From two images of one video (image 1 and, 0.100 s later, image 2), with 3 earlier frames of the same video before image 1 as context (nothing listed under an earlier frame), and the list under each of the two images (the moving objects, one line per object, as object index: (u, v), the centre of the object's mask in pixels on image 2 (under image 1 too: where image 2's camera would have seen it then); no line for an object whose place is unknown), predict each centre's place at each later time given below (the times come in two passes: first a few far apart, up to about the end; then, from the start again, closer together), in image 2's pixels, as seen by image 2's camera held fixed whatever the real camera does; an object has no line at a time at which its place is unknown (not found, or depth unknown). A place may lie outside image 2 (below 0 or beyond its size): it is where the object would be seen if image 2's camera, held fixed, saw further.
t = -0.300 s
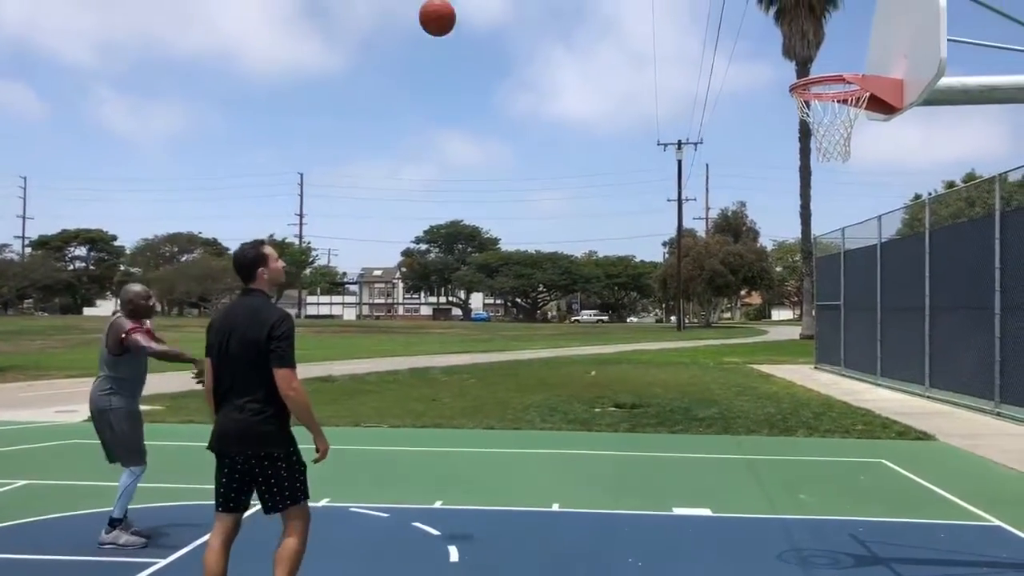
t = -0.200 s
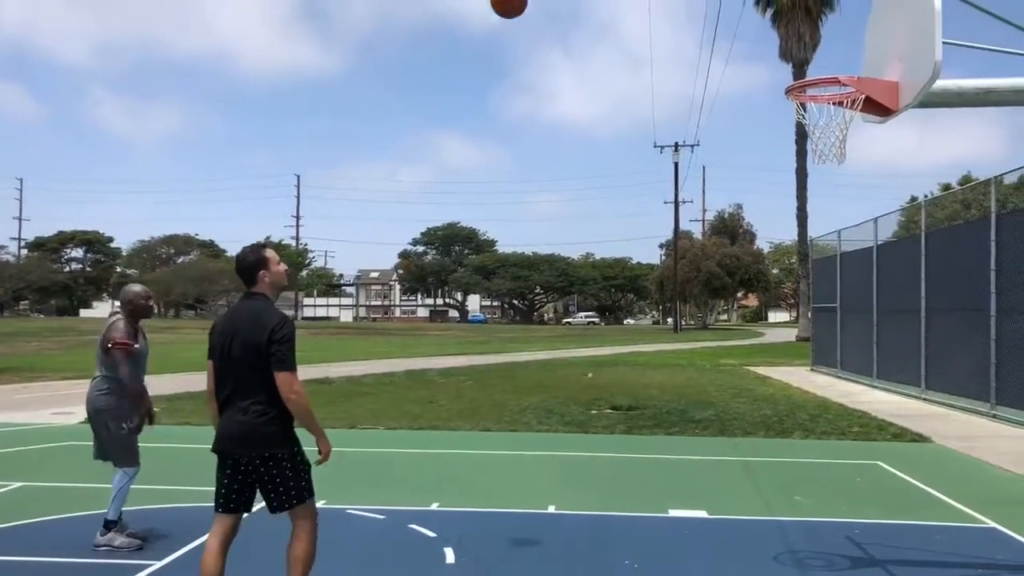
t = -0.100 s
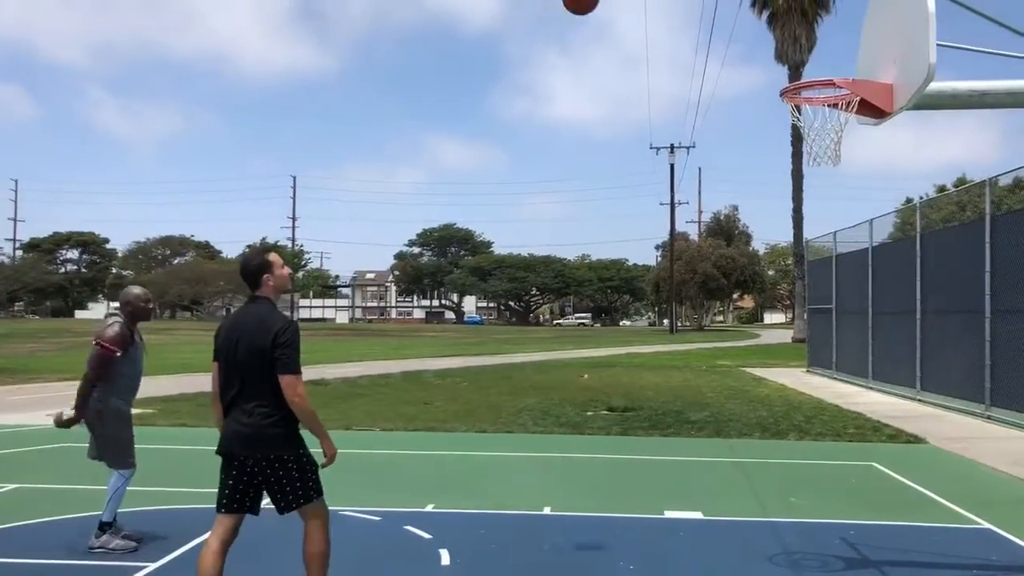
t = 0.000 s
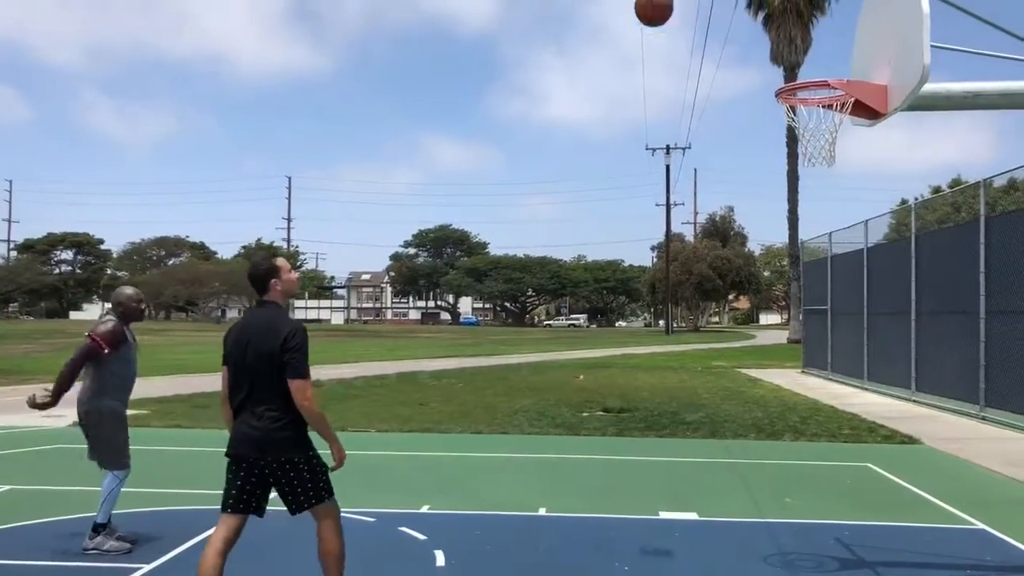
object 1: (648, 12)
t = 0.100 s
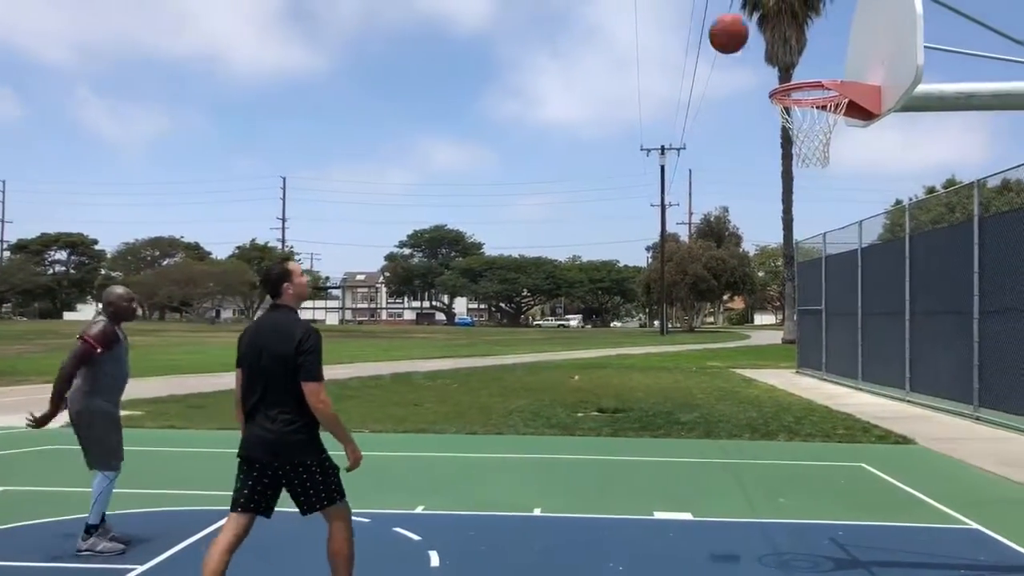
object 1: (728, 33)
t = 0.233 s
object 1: (831, 103)
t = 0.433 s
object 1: (762, 121)
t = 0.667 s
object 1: (797, 166)
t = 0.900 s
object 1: (841, 300)
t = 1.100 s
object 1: (881, 496)
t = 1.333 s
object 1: (921, 443)
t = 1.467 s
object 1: (941, 364)
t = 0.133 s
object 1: (754, 46)
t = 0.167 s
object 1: (783, 60)
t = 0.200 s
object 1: (811, 69)
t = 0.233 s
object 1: (831, 103)
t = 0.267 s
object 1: (810, 109)
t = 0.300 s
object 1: (787, 126)
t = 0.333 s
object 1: (773, 129)
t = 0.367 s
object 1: (766, 124)
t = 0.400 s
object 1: (762, 120)
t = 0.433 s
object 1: (762, 121)
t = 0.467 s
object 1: (765, 122)
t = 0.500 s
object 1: (770, 124)
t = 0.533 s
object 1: (775, 128)
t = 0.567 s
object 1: (779, 135)
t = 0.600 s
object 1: (785, 143)
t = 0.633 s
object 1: (790, 152)
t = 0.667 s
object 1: (797, 166)
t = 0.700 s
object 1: (803, 179)
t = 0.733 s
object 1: (809, 195)
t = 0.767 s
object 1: (815, 211)
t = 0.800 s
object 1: (821, 230)
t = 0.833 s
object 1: (828, 251)
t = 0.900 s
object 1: (841, 300)
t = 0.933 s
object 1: (847, 328)
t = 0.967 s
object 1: (854, 356)
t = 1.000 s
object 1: (861, 388)
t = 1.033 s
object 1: (868, 422)
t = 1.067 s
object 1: (874, 458)
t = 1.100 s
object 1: (881, 496)
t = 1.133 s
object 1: (888, 535)
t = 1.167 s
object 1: (894, 569)
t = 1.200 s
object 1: (900, 551)
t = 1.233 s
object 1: (905, 521)
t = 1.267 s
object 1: (911, 494)
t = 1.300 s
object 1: (917, 467)
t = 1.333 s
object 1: (921, 443)
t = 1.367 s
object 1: (926, 420)
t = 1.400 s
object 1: (931, 399)
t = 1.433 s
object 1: (937, 381)
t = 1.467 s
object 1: (941, 364)
